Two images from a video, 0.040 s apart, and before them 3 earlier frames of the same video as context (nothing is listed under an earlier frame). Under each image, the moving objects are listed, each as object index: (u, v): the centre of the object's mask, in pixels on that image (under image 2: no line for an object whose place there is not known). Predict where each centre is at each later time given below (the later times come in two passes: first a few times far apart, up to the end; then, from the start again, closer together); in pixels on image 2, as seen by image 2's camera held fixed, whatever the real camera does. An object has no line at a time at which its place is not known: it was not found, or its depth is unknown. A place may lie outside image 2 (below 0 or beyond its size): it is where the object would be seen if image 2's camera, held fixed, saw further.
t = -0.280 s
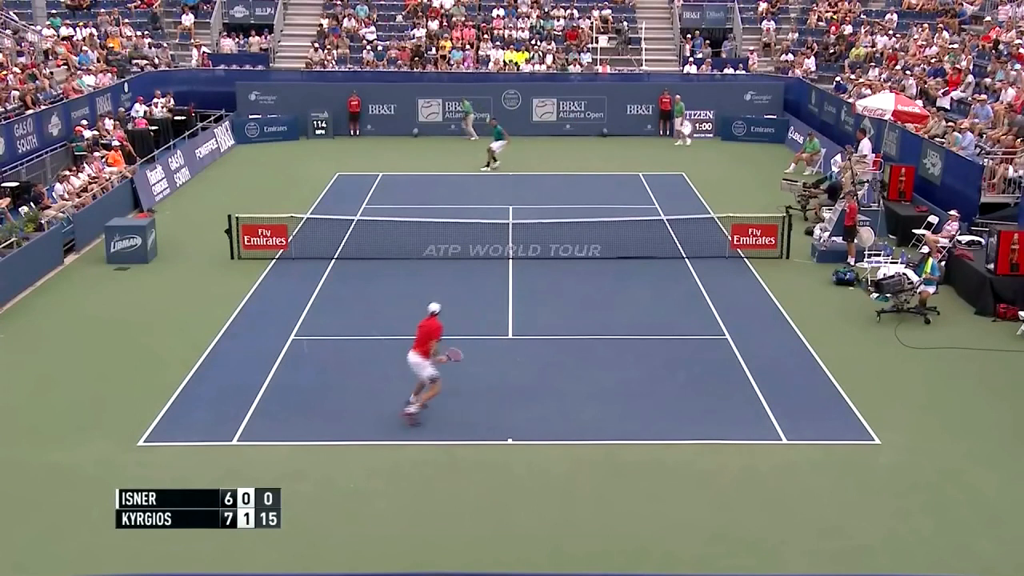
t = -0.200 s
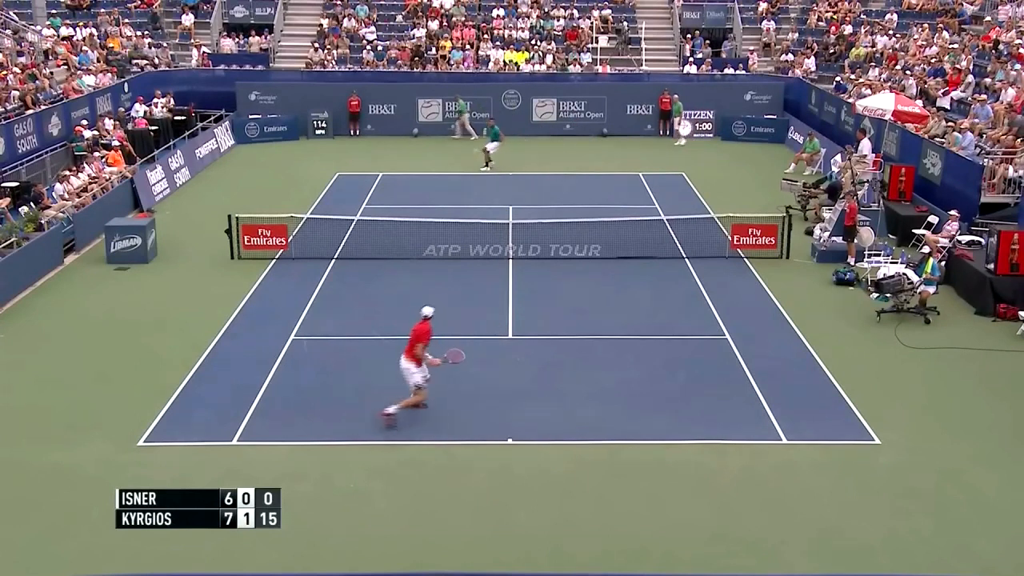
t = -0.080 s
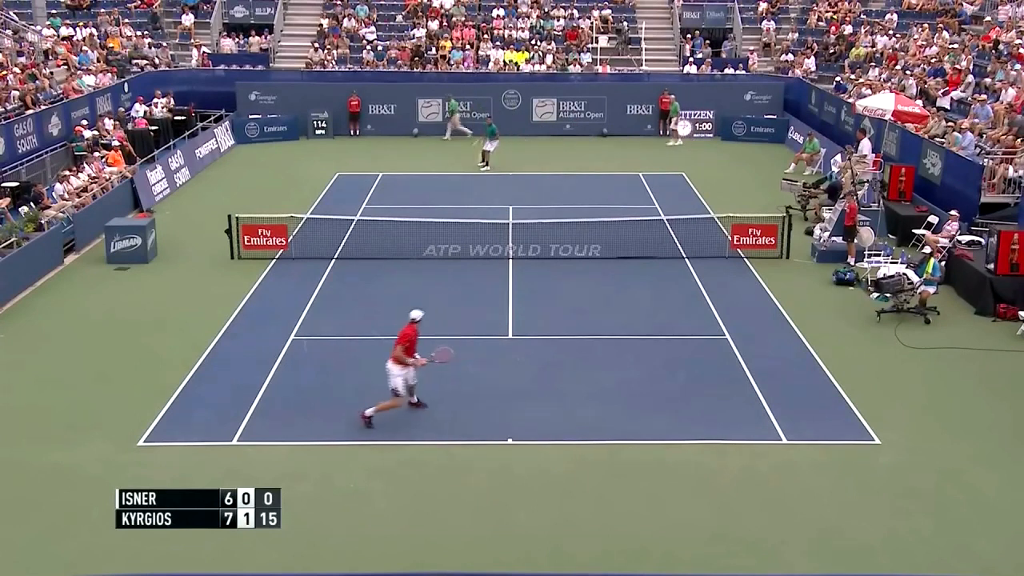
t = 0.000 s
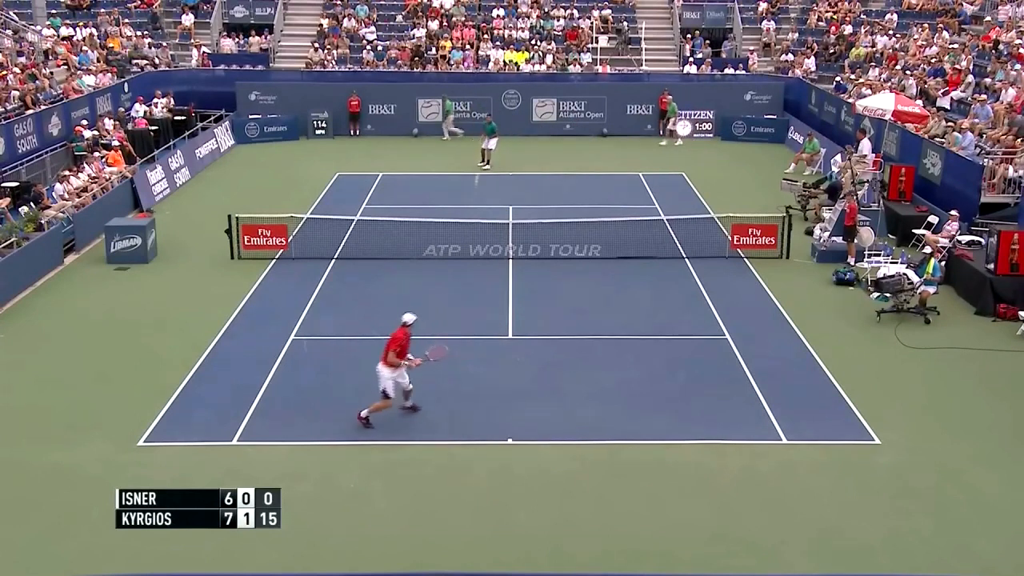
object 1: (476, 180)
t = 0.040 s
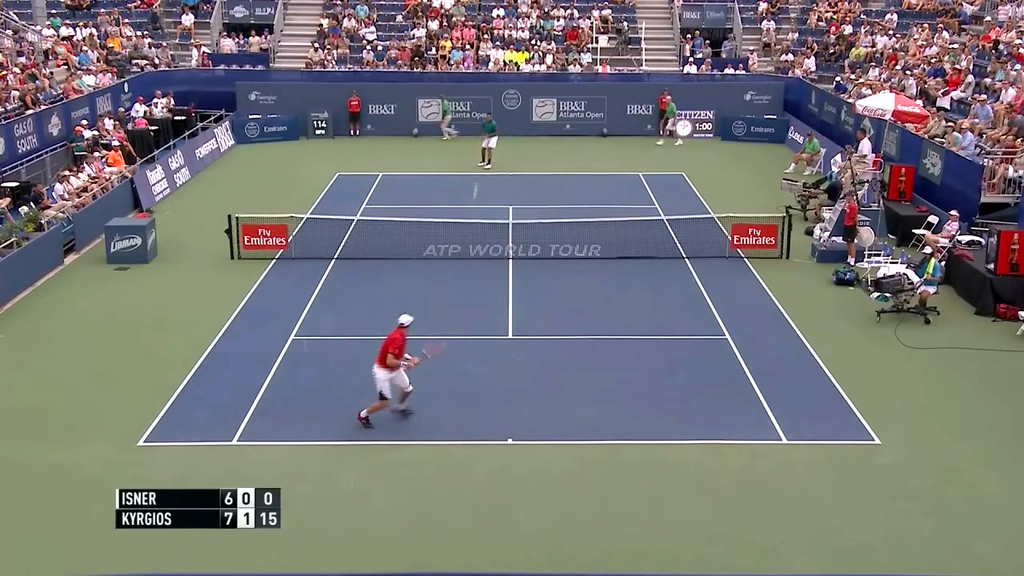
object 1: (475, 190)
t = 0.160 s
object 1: (470, 234)
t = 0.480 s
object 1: (460, 404)
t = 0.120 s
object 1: (472, 220)
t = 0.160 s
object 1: (470, 234)
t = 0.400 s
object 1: (463, 353)
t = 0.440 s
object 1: (461, 378)
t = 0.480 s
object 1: (460, 404)
